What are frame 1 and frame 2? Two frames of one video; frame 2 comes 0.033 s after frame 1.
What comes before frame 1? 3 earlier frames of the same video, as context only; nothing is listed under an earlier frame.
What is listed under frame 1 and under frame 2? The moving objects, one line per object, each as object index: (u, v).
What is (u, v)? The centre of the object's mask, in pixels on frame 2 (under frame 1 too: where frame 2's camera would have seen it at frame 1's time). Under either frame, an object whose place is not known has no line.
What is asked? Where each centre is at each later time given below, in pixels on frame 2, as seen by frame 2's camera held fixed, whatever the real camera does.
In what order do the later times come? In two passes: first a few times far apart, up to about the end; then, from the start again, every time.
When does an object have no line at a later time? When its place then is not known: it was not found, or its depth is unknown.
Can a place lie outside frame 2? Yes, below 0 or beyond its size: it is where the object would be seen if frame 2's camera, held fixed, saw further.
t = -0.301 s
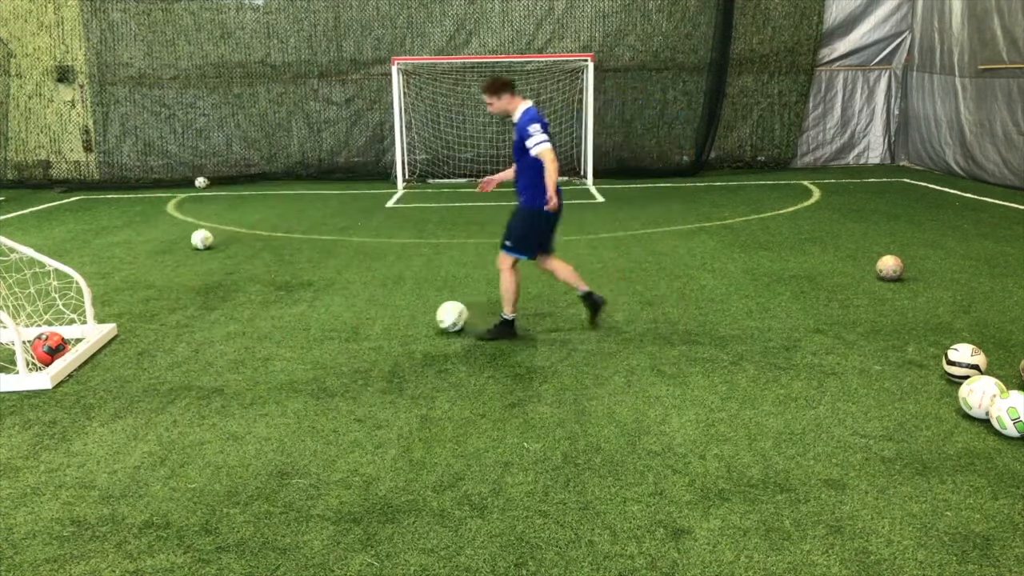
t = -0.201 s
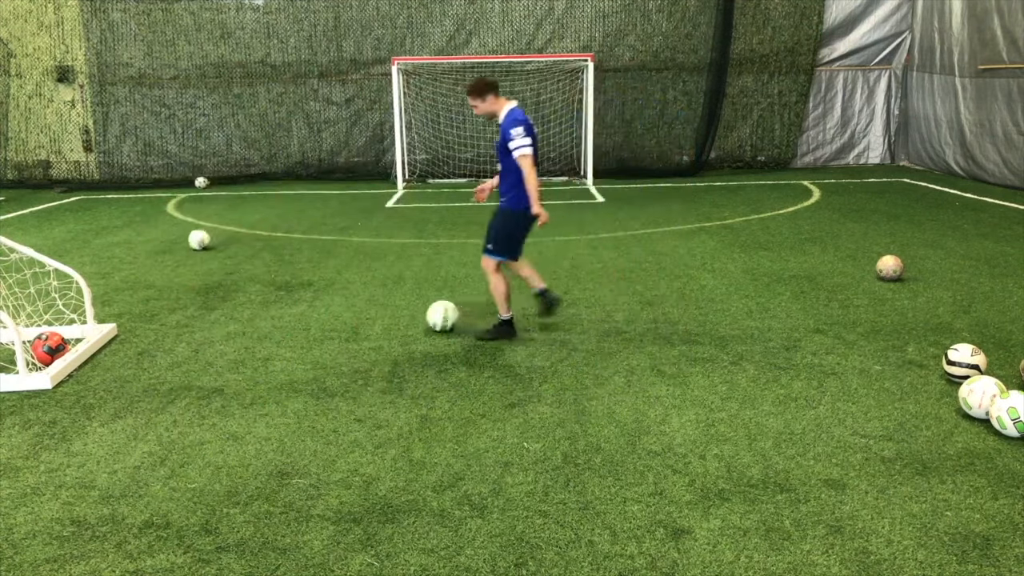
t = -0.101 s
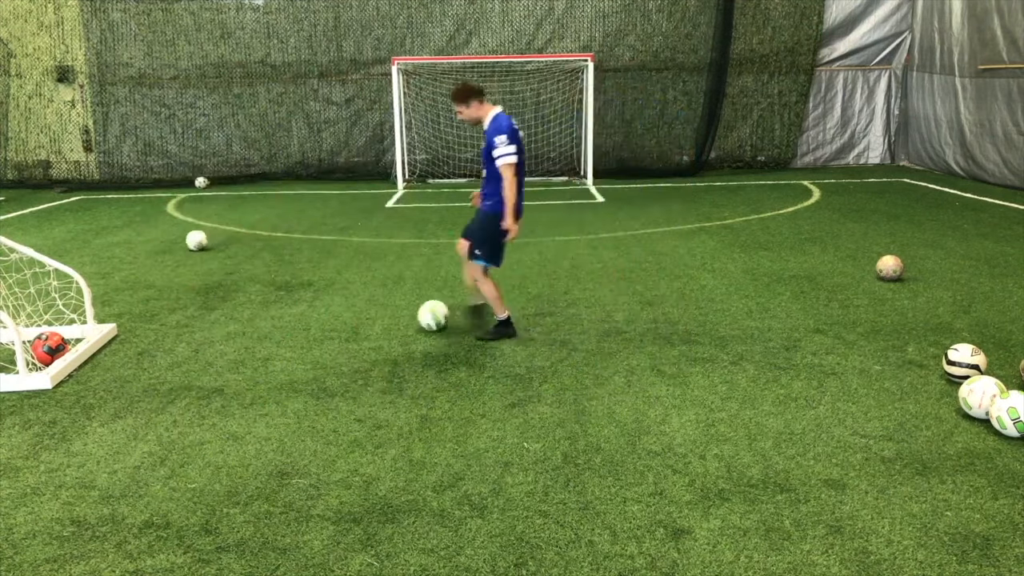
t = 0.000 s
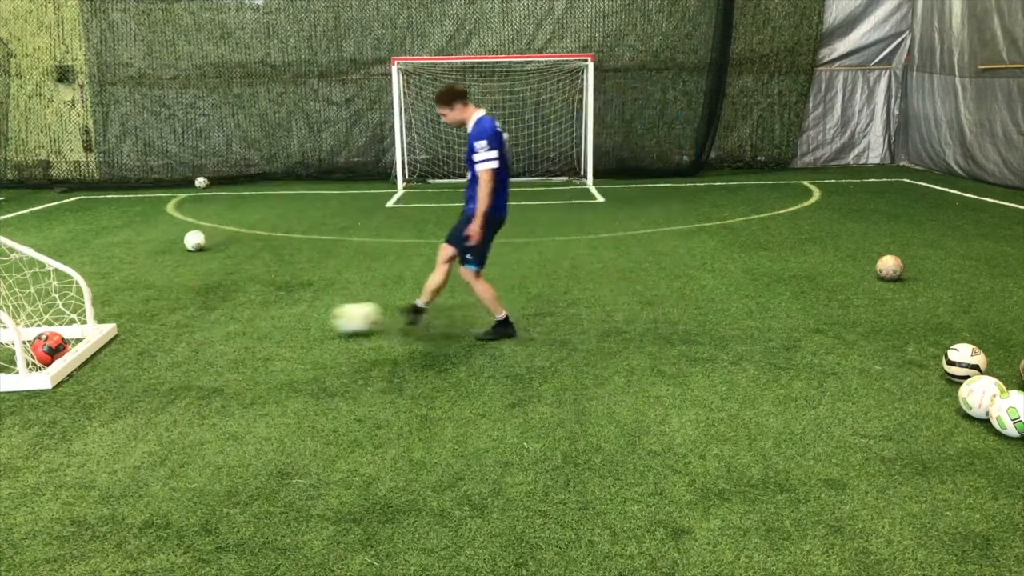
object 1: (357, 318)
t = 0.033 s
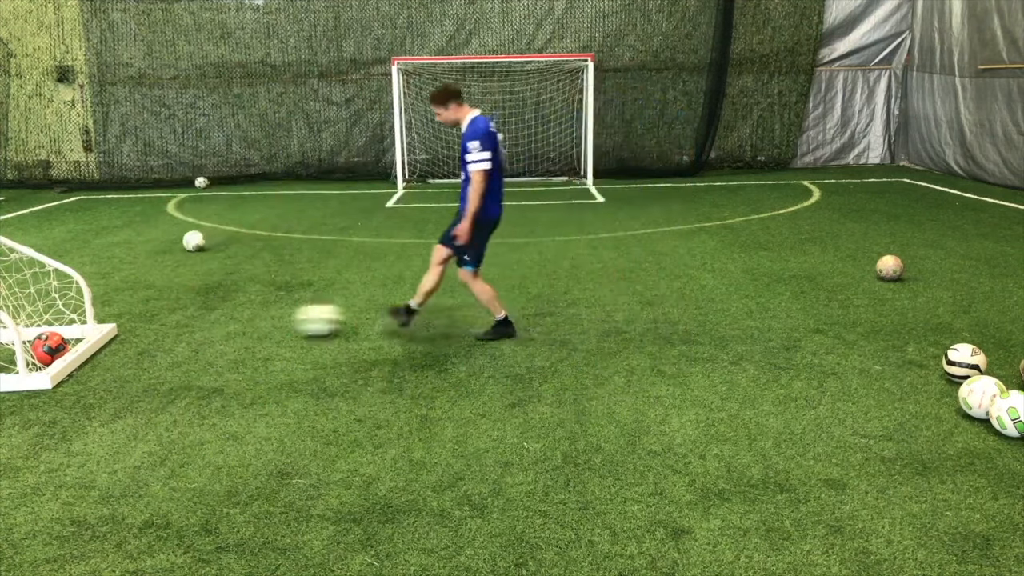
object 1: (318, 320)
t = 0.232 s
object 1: (118, 325)
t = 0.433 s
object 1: (162, 217)
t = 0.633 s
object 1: (219, 165)
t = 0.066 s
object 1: (282, 322)
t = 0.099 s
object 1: (246, 323)
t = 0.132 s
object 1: (212, 325)
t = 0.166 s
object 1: (178, 326)
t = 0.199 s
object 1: (144, 327)
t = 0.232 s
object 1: (118, 325)
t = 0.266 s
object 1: (120, 304)
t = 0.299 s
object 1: (128, 285)
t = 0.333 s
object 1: (136, 266)
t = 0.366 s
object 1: (145, 248)
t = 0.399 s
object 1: (154, 232)
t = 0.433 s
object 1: (162, 217)
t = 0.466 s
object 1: (171, 205)
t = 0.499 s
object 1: (180, 194)
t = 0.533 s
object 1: (190, 184)
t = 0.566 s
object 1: (199, 176)
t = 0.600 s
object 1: (209, 170)
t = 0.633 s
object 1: (219, 165)
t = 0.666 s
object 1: (228, 161)
